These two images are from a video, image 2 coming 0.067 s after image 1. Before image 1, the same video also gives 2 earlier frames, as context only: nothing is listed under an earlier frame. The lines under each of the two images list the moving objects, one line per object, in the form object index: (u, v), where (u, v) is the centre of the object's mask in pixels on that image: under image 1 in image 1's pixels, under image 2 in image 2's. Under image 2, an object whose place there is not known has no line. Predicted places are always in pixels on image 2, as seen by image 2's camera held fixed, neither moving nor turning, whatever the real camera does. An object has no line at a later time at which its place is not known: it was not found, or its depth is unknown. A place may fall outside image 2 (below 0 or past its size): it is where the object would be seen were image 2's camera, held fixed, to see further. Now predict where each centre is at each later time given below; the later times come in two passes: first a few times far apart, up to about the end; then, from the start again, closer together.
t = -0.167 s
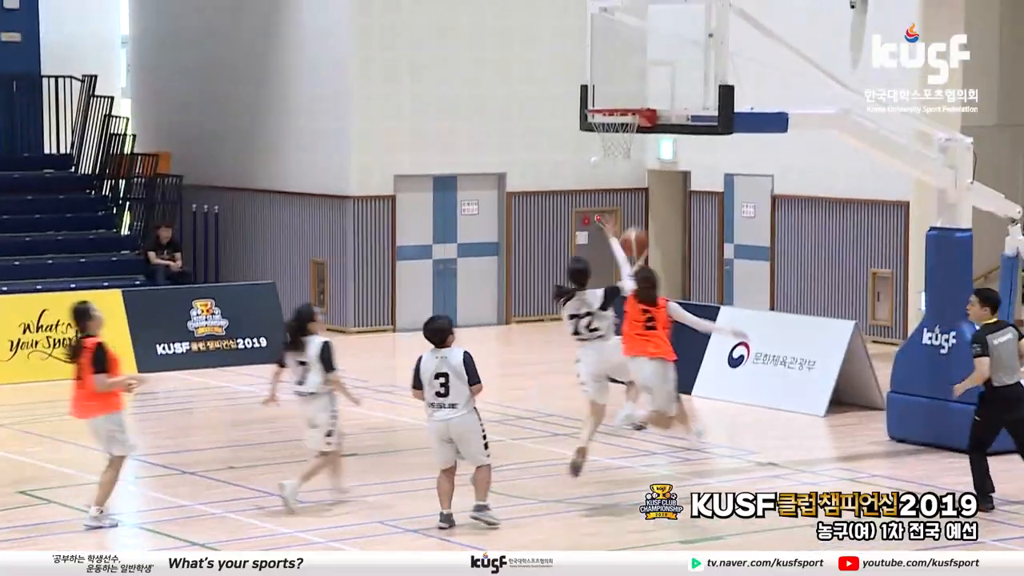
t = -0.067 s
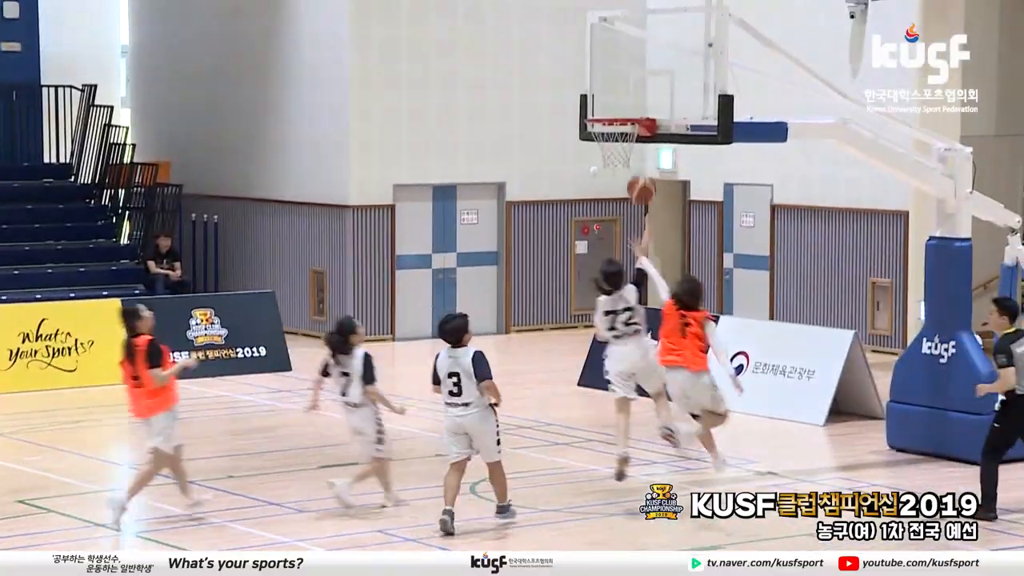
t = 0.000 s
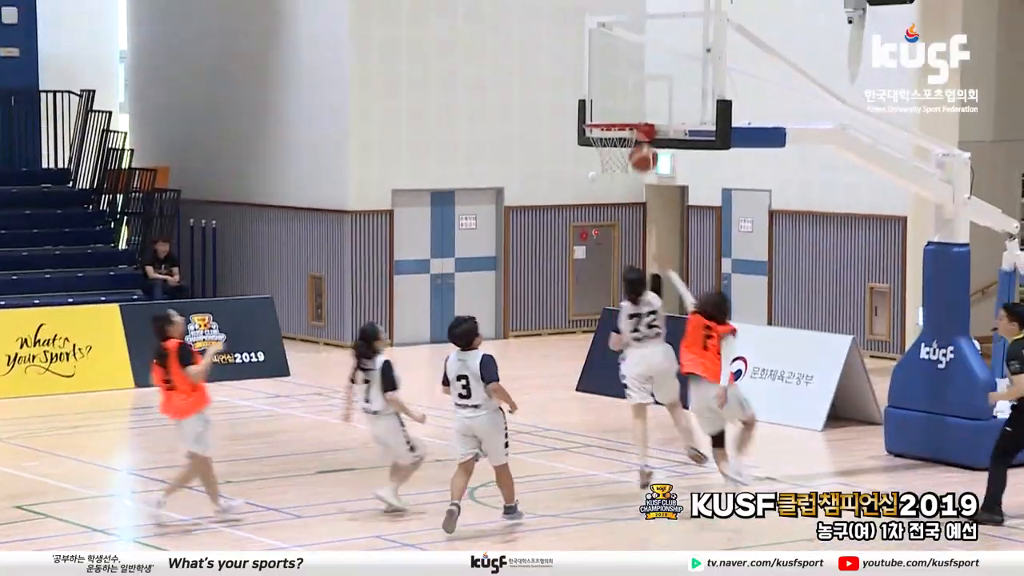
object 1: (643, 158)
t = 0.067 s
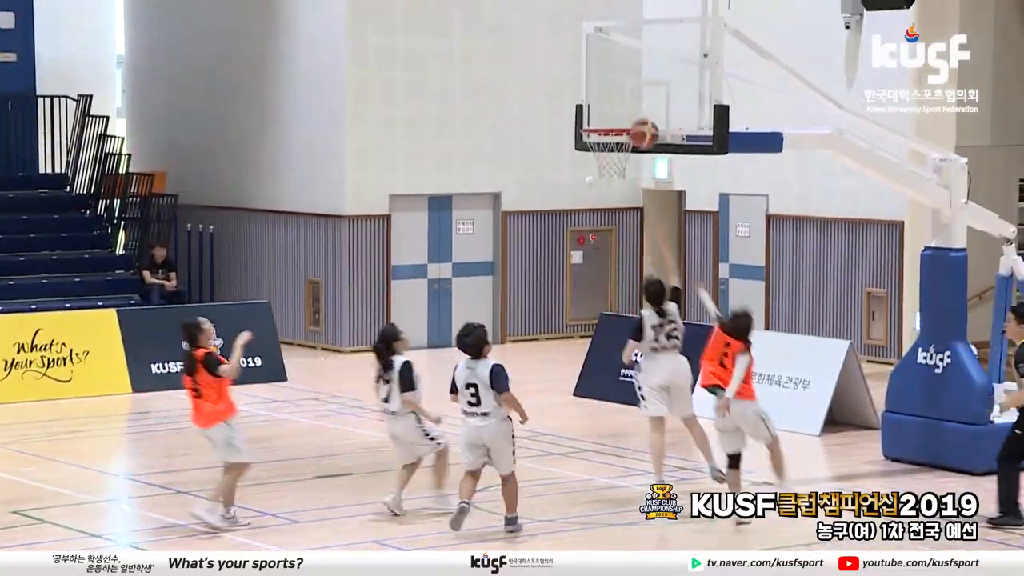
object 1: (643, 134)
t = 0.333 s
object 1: (641, 74)
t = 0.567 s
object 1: (600, 97)
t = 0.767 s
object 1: (605, 108)
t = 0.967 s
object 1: (626, 112)
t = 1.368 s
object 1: (615, 156)
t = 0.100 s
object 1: (648, 121)
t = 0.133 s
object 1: (649, 109)
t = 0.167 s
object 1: (651, 100)
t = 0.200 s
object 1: (652, 92)
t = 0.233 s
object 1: (654, 84)
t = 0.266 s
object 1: (653, 79)
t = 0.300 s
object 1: (647, 76)
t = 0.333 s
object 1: (641, 74)
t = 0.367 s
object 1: (635, 74)
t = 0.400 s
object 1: (628, 75)
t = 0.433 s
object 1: (623, 77)
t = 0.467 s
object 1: (617, 80)
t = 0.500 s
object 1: (612, 84)
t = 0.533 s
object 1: (606, 90)
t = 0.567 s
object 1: (600, 97)
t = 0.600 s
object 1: (594, 106)
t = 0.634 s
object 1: (589, 116)
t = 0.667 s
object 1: (591, 116)
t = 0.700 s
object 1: (596, 111)
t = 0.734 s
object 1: (601, 109)
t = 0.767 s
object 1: (605, 108)
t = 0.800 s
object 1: (610, 108)
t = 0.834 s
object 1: (615, 109)
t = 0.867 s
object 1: (620, 111)
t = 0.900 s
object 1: (625, 115)
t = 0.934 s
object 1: (627, 117)
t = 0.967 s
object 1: (626, 112)
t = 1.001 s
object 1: (625, 109)
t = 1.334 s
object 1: (616, 146)
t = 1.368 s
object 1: (615, 156)
